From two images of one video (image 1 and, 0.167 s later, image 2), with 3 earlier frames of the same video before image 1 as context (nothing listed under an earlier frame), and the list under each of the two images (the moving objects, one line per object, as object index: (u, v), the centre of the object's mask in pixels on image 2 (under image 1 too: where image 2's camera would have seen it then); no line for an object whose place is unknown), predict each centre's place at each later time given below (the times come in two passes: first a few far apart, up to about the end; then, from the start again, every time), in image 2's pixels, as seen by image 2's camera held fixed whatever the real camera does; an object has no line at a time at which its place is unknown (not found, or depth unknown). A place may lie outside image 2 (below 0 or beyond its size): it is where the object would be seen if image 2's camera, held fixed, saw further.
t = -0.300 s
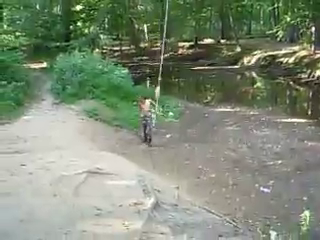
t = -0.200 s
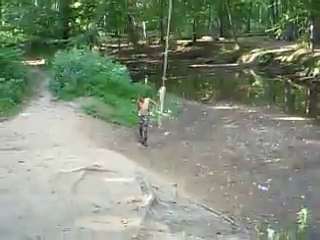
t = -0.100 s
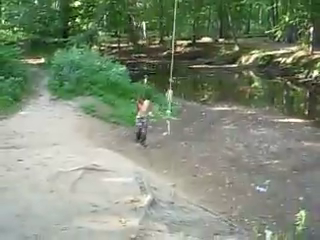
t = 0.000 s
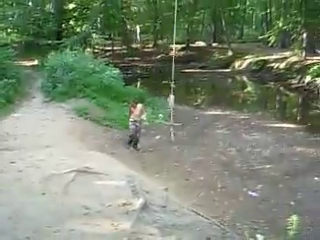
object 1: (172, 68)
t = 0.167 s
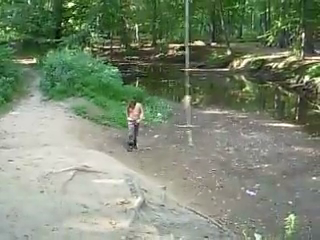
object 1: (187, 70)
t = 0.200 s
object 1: (191, 72)
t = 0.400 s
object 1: (214, 74)
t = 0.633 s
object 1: (241, 71)
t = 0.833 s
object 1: (263, 69)
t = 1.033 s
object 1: (278, 69)
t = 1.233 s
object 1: (288, 73)
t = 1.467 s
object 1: (288, 75)
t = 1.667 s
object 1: (282, 80)
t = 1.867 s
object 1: (268, 71)
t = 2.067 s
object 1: (254, 68)
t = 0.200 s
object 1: (191, 72)
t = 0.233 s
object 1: (194, 74)
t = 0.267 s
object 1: (198, 72)
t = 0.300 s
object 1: (202, 74)
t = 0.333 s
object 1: (206, 73)
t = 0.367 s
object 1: (210, 74)
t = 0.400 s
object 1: (214, 74)
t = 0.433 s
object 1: (218, 75)
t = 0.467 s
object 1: (222, 70)
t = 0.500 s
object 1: (226, 73)
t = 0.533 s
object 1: (230, 74)
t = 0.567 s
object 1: (234, 76)
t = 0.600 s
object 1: (238, 75)
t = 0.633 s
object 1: (241, 71)
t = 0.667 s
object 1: (245, 71)
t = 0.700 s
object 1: (248, 67)
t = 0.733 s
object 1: (252, 69)
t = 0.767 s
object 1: (255, 68)
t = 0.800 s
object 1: (258, 65)
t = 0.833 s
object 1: (263, 69)
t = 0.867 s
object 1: (266, 68)
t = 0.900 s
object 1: (267, 66)
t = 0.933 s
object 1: (271, 67)
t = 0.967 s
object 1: (273, 67)
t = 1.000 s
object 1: (275, 67)
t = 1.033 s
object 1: (278, 69)
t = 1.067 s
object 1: (281, 72)
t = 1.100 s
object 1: (282, 71)
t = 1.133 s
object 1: (285, 74)
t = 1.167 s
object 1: (285, 72)
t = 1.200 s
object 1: (286, 72)
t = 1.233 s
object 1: (288, 73)
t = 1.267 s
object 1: (289, 74)
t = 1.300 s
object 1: (289, 74)
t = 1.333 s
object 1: (289, 74)
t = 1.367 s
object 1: (289, 74)
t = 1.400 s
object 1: (289, 74)
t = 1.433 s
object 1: (289, 74)
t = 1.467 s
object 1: (288, 75)
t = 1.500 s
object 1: (290, 82)
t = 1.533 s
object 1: (288, 81)
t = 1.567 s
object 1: (288, 83)
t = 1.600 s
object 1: (286, 81)
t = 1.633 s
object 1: (284, 81)
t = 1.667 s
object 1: (282, 80)
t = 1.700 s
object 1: (281, 80)
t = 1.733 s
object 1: (278, 79)
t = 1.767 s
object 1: (277, 79)
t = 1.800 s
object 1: (274, 76)
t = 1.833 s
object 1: (272, 77)
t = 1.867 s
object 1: (268, 71)
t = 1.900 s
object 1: (266, 71)
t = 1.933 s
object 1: (263, 69)
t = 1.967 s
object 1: (260, 66)
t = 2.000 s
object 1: (258, 66)
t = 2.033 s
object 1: (256, 70)
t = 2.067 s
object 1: (254, 68)
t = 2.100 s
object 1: (251, 69)
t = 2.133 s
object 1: (249, 71)
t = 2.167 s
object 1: (247, 78)
